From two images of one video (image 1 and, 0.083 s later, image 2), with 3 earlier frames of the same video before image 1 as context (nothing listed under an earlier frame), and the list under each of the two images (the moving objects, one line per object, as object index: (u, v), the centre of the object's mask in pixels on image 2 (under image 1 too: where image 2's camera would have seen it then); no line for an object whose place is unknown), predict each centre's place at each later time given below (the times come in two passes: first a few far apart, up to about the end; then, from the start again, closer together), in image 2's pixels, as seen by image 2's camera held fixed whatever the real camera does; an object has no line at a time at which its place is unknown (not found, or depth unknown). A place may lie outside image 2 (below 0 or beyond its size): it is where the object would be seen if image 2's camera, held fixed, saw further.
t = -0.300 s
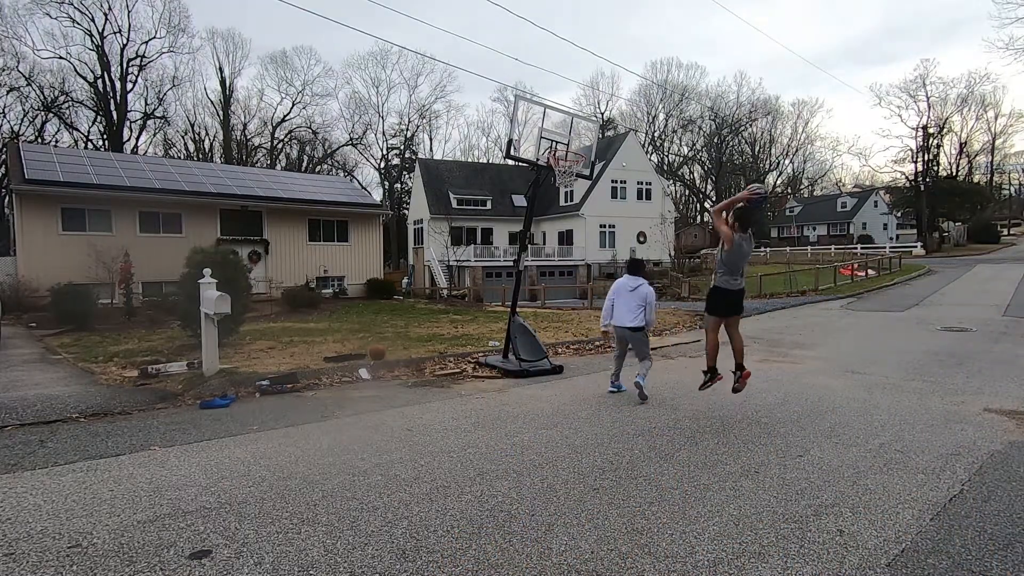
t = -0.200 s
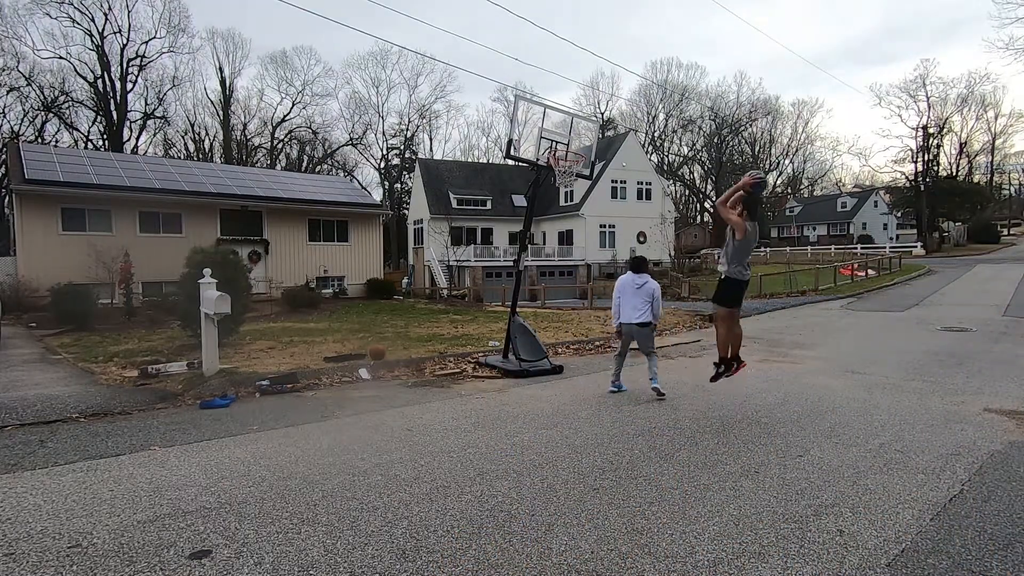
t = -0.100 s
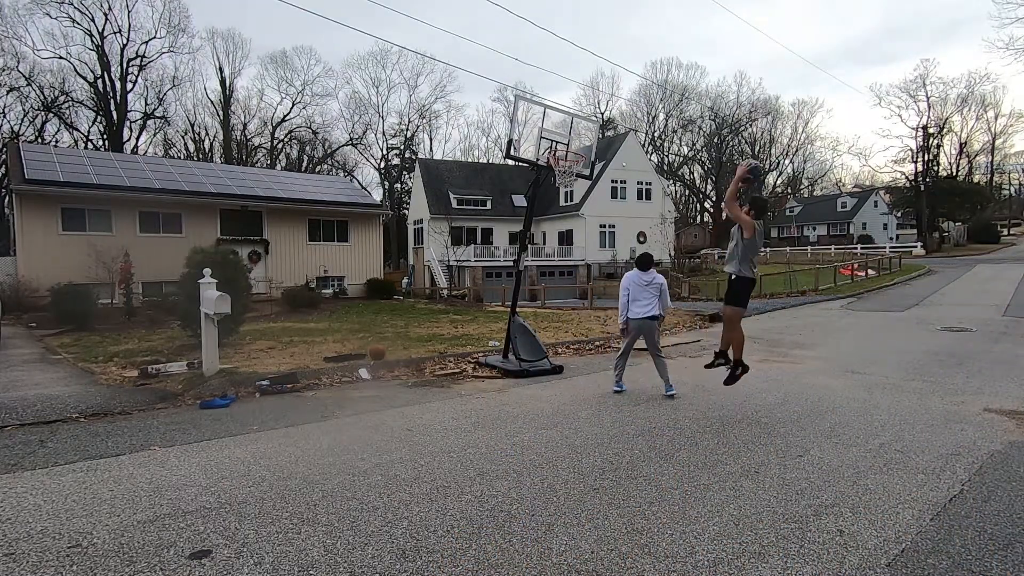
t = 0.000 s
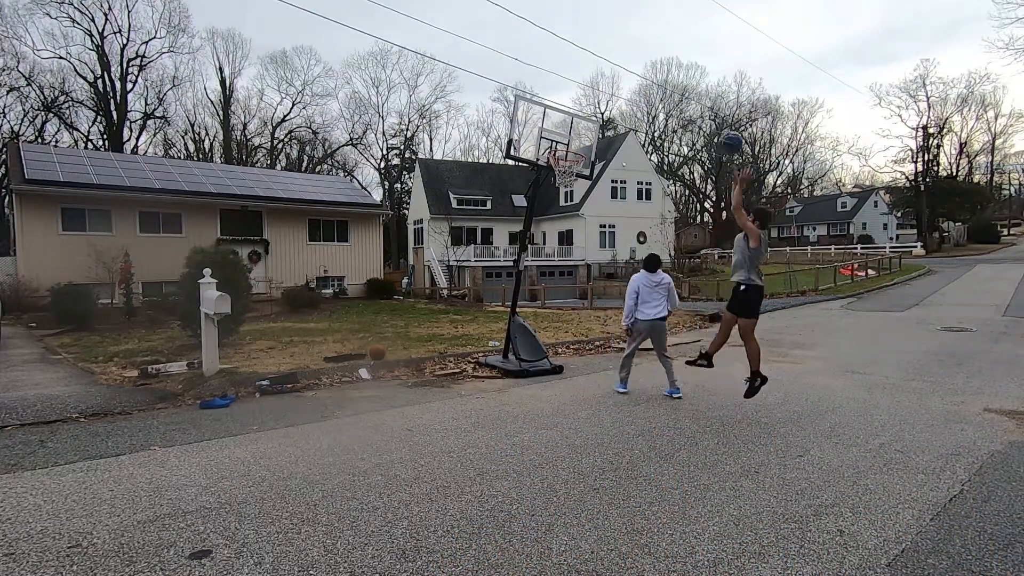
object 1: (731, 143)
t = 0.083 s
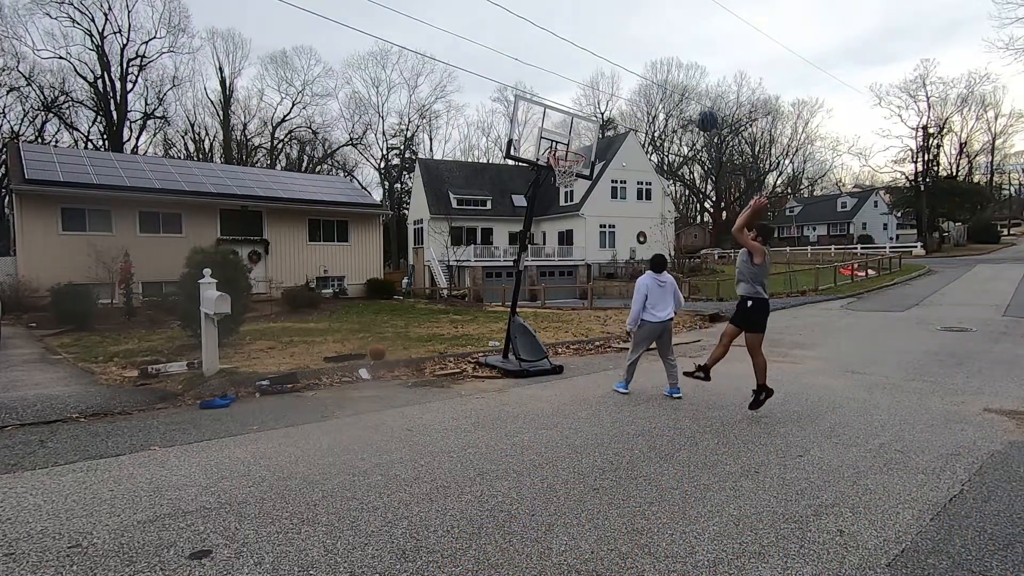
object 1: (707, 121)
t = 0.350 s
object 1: (640, 96)
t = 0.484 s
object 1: (611, 107)
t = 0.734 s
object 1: (564, 160)
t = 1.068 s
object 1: (566, 188)
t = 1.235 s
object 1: (571, 210)
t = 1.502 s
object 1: (580, 297)
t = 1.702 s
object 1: (587, 372)
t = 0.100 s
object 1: (702, 118)
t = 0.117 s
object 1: (698, 114)
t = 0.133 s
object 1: (693, 112)
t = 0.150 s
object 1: (689, 108)
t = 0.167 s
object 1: (685, 106)
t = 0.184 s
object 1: (680, 104)
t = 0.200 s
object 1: (676, 102)
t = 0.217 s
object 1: (672, 100)
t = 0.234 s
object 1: (668, 99)
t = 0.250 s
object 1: (664, 97)
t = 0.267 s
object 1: (659, 96)
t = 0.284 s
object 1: (655, 96)
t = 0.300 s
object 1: (652, 95)
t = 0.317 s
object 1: (647, 95)
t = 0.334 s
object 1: (644, 95)
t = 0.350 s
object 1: (640, 96)
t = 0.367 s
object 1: (636, 96)
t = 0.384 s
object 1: (633, 97)
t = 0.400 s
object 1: (629, 98)
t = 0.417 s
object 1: (625, 99)
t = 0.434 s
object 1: (622, 101)
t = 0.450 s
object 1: (618, 103)
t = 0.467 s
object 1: (615, 105)
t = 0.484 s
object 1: (611, 107)
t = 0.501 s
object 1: (608, 109)
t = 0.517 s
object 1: (604, 112)
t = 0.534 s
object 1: (602, 116)
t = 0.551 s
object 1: (599, 119)
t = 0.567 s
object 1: (595, 121)
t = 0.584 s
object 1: (591, 124)
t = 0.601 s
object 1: (588, 128)
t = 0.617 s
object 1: (584, 131)
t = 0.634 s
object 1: (581, 135)
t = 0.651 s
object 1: (579, 139)
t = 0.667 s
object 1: (576, 144)
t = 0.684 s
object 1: (573, 148)
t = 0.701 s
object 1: (571, 148)
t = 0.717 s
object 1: (566, 159)
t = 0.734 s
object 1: (564, 160)
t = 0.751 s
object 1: (564, 168)
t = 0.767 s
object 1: (561, 170)
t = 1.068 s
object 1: (566, 188)
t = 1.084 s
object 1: (567, 189)
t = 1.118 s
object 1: (567, 191)
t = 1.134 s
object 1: (568, 194)
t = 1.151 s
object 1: (568, 195)
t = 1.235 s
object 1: (571, 210)
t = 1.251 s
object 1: (571, 213)
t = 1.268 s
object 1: (572, 217)
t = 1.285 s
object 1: (572, 221)
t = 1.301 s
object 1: (573, 226)
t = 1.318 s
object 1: (573, 230)
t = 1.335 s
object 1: (573, 236)
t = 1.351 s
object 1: (574, 241)
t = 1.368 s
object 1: (575, 246)
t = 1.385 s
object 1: (576, 252)
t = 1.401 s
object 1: (576, 257)
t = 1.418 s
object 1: (577, 264)
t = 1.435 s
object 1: (578, 269)
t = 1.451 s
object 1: (578, 275)
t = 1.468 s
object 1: (578, 282)
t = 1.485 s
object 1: (579, 289)
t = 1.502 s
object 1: (580, 297)
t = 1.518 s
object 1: (580, 304)
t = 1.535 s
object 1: (581, 312)
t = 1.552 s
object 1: (581, 320)
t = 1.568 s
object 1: (582, 328)
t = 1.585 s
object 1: (582, 336)
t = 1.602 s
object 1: (582, 345)
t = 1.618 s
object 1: (584, 354)
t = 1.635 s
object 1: (585, 363)
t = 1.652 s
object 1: (585, 372)
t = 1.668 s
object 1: (586, 382)
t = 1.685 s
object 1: (587, 380)
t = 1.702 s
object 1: (587, 372)
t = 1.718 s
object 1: (588, 365)
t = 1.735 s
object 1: (589, 359)
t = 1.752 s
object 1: (590, 352)
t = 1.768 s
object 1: (590, 346)
